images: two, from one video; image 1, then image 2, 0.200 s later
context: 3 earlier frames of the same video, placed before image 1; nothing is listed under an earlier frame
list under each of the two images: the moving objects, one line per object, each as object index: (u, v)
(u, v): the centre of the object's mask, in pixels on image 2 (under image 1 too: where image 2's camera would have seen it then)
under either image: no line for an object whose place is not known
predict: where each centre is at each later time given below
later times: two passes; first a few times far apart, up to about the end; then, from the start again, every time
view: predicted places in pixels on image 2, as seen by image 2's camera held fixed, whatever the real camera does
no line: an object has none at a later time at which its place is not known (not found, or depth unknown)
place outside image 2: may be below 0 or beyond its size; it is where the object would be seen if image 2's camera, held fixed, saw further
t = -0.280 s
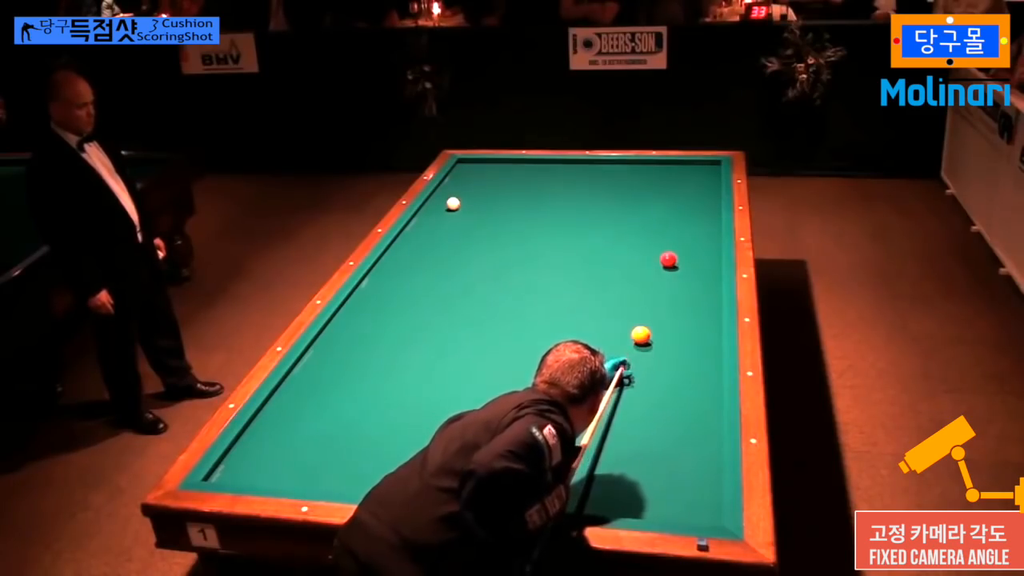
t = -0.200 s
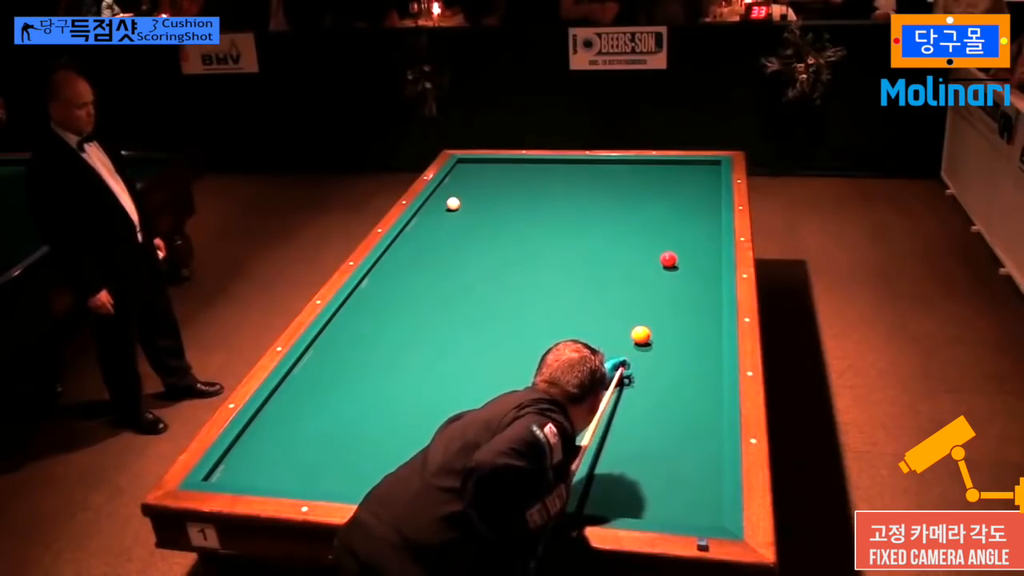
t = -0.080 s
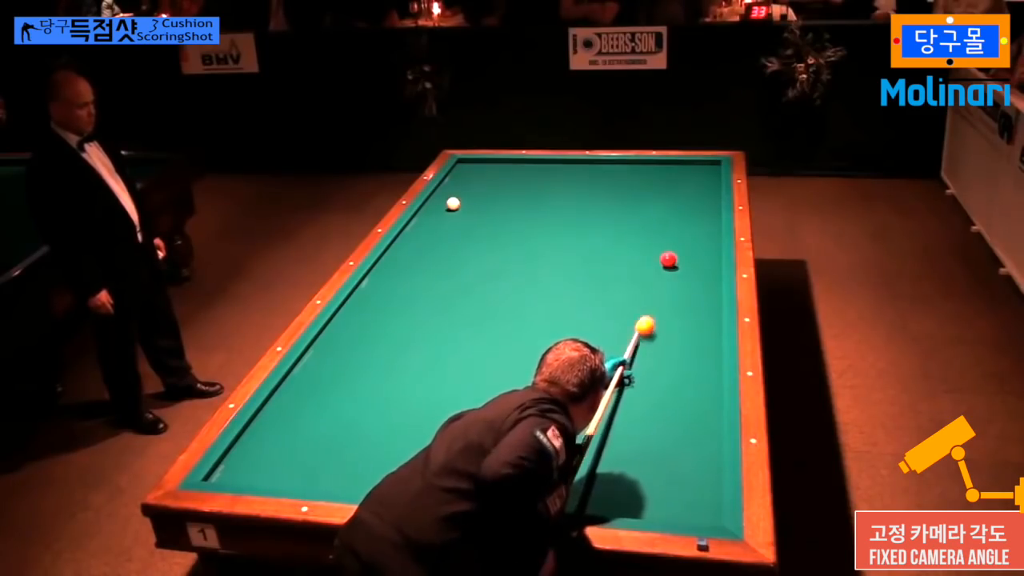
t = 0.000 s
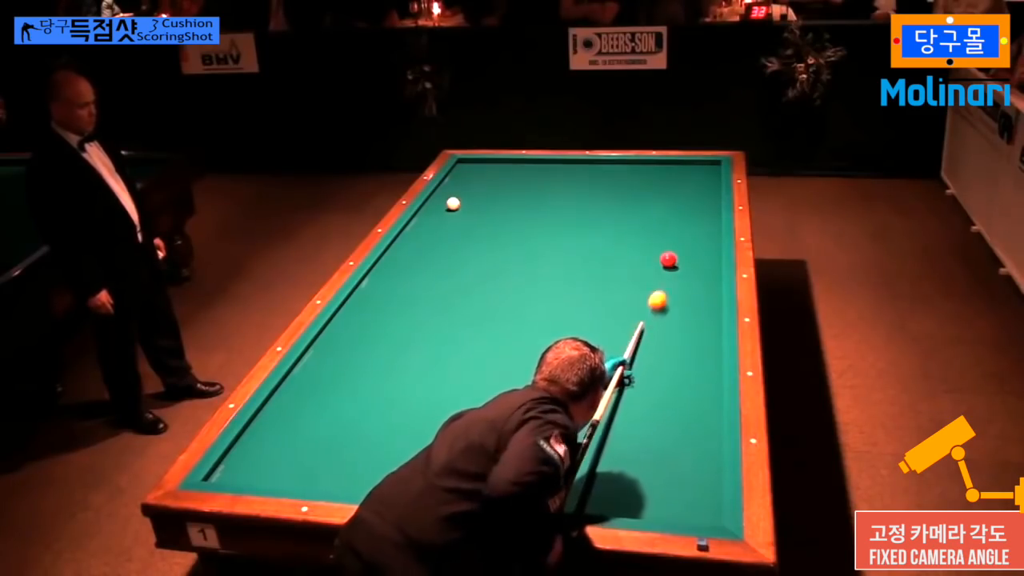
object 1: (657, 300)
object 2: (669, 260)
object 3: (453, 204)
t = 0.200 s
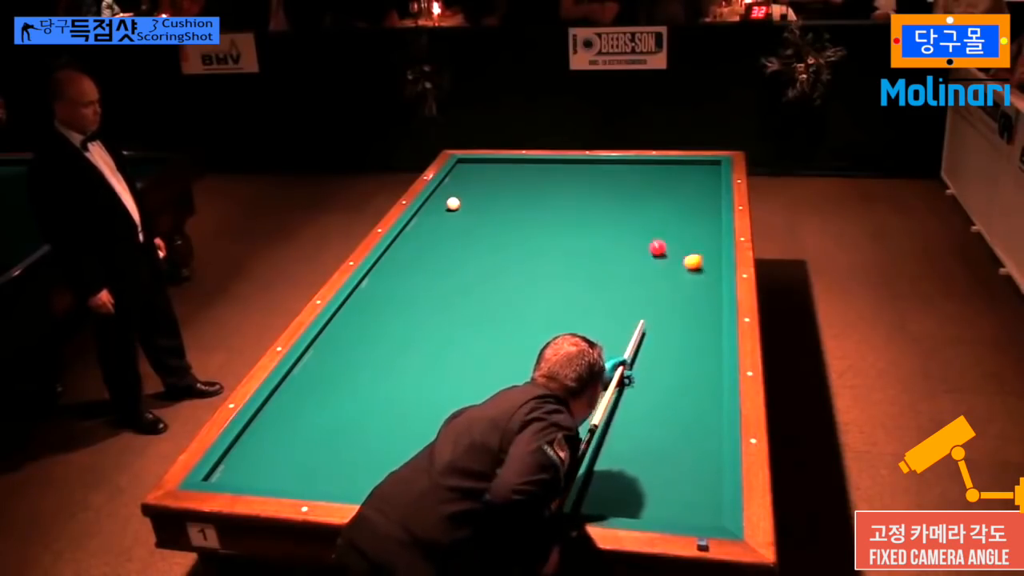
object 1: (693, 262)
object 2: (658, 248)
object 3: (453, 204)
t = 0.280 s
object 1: (712, 258)
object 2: (647, 237)
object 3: (453, 204)
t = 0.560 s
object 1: (683, 236)
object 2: (618, 206)
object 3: (453, 204)
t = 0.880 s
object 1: (655, 213)
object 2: (592, 179)
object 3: (453, 204)
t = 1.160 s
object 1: (634, 197)
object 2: (573, 162)
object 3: (453, 204)
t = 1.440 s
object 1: (614, 181)
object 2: (552, 175)
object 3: (453, 204)
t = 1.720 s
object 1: (597, 168)
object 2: (530, 187)
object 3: (453, 204)
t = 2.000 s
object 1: (571, 165)
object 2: (508, 199)
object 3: (453, 204)
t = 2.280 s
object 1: (538, 172)
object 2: (484, 212)
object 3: (453, 204)
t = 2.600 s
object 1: (500, 179)
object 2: (456, 227)
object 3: (453, 204)
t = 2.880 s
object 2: (431, 241)
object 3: (453, 204)
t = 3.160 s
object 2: (404, 255)
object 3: (453, 204)
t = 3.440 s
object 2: (376, 270)
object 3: (453, 205)
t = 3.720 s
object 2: (373, 283)
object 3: (455, 211)
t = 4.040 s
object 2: (370, 300)
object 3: (458, 218)
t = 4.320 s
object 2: (368, 315)
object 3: (460, 224)
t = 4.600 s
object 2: (365, 330)
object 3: (462, 230)
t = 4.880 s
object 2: (363, 347)
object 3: (464, 235)
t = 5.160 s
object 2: (360, 363)
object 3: (467, 241)
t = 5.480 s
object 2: (357, 383)
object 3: (469, 247)
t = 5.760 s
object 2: (354, 400)
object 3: (471, 253)
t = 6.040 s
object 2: (352, 419)
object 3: (474, 258)
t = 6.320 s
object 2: (349, 437)
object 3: (475, 263)
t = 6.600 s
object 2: (346, 456)
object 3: (477, 267)
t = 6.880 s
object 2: (343, 475)
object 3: (479, 271)
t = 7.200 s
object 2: (348, 483)
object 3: (481, 276)
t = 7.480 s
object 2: (360, 476)
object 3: (482, 279)
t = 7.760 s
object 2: (373, 466)
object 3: (483, 283)
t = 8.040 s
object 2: (384, 459)
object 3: (484, 285)
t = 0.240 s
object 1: (703, 260)
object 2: (652, 242)
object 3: (453, 204)
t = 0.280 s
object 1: (712, 258)
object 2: (647, 237)
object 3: (453, 204)
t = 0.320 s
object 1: (711, 255)
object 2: (642, 232)
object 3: (453, 204)
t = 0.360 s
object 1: (705, 252)
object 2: (637, 226)
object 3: (453, 204)
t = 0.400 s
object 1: (700, 248)
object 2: (633, 222)
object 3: (453, 204)
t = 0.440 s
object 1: (695, 245)
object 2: (629, 217)
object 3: (453, 204)
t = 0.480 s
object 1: (691, 242)
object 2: (625, 213)
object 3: (453, 204)
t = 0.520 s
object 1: (687, 239)
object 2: (621, 210)
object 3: (453, 204)
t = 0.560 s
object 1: (683, 236)
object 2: (618, 206)
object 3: (453, 204)
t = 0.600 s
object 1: (680, 233)
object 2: (614, 202)
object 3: (453, 204)
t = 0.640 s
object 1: (676, 230)
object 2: (611, 199)
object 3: (453, 204)
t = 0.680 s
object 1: (672, 227)
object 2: (608, 195)
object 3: (453, 204)
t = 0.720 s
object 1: (669, 224)
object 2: (604, 191)
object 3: (453, 204)
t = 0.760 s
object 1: (665, 221)
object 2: (601, 188)
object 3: (453, 204)
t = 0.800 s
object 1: (662, 219)
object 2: (598, 185)
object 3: (453, 204)
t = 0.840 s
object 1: (658, 216)
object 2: (595, 182)
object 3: (453, 204)
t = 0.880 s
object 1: (655, 213)
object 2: (592, 179)
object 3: (453, 204)
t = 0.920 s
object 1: (652, 211)
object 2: (589, 175)
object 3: (453, 204)
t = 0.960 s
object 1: (649, 208)
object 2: (586, 172)
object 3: (453, 204)
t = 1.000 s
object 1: (646, 206)
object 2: (583, 170)
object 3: (453, 204)
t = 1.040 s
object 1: (643, 203)
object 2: (581, 167)
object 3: (453, 204)
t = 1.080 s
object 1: (640, 201)
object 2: (578, 164)
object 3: (453, 204)
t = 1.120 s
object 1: (637, 199)
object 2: (576, 161)
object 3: (453, 204)
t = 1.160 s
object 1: (634, 197)
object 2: (573, 162)
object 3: (453, 204)
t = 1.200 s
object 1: (631, 194)
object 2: (569, 165)
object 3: (453, 204)
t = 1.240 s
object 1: (628, 192)
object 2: (567, 167)
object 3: (453, 204)
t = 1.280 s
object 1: (625, 190)
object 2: (564, 169)
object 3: (453, 204)
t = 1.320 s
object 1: (622, 188)
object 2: (561, 170)
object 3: (453, 204)
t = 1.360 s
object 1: (619, 186)
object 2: (558, 172)
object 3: (453, 204)
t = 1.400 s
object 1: (617, 183)
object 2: (555, 174)
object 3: (453, 204)
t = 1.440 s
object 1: (614, 181)
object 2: (552, 175)
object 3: (453, 204)
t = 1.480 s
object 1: (612, 179)
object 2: (549, 177)
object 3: (453, 204)
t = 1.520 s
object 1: (609, 177)
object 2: (546, 179)
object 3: (453, 204)
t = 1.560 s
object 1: (607, 175)
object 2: (543, 180)
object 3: (453, 204)
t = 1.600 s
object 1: (604, 173)
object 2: (539, 182)
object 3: (453, 204)
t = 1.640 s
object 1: (602, 171)
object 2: (536, 184)
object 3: (453, 204)
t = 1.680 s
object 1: (599, 169)
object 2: (533, 185)
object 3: (453, 204)
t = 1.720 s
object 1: (597, 168)
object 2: (530, 187)
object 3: (453, 204)
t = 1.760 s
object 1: (595, 166)
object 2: (527, 189)
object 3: (453, 204)
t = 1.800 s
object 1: (592, 164)
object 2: (523, 191)
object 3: (453, 204)
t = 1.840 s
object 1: (590, 162)
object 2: (521, 192)
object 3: (453, 204)
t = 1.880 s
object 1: (587, 161)
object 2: (517, 194)
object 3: (453, 204)
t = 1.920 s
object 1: (581, 163)
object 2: (514, 196)
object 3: (453, 204)
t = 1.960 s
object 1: (576, 164)
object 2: (511, 198)
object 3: (453, 204)
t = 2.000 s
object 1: (571, 165)
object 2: (508, 199)
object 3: (453, 204)
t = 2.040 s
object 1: (567, 166)
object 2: (504, 201)
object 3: (453, 204)
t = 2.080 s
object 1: (562, 167)
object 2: (501, 203)
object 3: (453, 204)
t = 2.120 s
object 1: (557, 168)
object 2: (498, 205)
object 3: (453, 204)
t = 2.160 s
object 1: (553, 169)
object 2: (494, 206)
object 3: (453, 204)
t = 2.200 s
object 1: (548, 170)
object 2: (491, 208)
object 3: (453, 204)
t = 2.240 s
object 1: (543, 171)
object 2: (487, 210)
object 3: (453, 204)
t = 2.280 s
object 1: (538, 172)
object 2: (484, 212)
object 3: (453, 204)
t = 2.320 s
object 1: (533, 172)
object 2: (481, 214)
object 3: (453, 204)
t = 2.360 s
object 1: (529, 173)
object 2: (477, 216)
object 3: (453, 204)
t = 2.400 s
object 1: (524, 174)
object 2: (474, 218)
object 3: (453, 204)
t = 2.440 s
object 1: (519, 175)
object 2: (470, 219)
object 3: (453, 204)
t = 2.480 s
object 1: (515, 176)
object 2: (467, 221)
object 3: (453, 204)
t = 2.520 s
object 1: (510, 177)
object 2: (463, 223)
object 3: (453, 204)
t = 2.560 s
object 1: (505, 177)
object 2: (459, 225)
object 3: (453, 204)
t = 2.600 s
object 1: (500, 179)
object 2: (456, 227)
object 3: (453, 204)
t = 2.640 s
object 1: (495, 179)
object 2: (452, 229)
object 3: (453, 204)
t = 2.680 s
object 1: (490, 180)
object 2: (449, 231)
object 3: (453, 204)
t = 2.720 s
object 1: (486, 181)
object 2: (445, 233)
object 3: (453, 204)
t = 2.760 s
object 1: (481, 182)
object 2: (442, 235)
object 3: (453, 204)
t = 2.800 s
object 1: (476, 183)
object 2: (438, 237)
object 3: (453, 204)
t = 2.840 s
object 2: (434, 239)
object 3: (453, 204)
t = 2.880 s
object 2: (431, 241)
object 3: (453, 204)
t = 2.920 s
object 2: (427, 243)
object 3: (453, 204)
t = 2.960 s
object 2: (423, 245)
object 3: (453, 204)
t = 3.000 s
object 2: (419, 247)
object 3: (453, 204)
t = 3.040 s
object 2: (415, 249)
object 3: (453, 204)
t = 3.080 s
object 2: (412, 251)
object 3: (453, 204)
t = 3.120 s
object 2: (408, 253)
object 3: (453, 204)
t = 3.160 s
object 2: (404, 255)
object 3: (453, 204)
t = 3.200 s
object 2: (400, 257)
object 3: (453, 204)
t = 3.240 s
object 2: (396, 259)
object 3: (453, 204)
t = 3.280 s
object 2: (392, 262)
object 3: (453, 204)
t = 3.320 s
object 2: (388, 264)
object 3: (453, 204)
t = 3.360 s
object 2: (384, 266)
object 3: (453, 204)
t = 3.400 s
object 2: (380, 268)
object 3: (453, 205)
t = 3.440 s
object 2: (376, 270)
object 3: (453, 205)
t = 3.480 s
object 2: (375, 272)
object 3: (454, 206)
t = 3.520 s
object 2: (375, 274)
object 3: (454, 207)
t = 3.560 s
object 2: (374, 276)
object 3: (454, 208)
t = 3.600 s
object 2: (374, 278)
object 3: (454, 209)
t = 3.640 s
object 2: (373, 280)
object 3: (454, 209)
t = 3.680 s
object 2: (373, 282)
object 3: (455, 210)
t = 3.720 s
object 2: (373, 283)
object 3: (455, 211)
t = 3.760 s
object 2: (372, 286)
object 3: (455, 212)
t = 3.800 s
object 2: (372, 288)
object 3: (456, 213)
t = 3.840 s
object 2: (372, 290)
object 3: (456, 214)
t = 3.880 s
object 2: (371, 292)
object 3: (456, 215)
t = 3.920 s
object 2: (371, 294)
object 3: (456, 216)
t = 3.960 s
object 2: (371, 296)
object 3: (457, 217)
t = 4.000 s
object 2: (371, 298)
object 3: (457, 217)
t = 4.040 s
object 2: (370, 300)
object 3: (458, 218)
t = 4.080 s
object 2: (370, 302)
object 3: (458, 219)
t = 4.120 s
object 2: (370, 304)
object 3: (458, 220)
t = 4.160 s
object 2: (369, 307)
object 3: (459, 221)
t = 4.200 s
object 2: (369, 309)
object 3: (459, 222)
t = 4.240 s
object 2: (368, 311)
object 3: (459, 222)
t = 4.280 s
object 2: (368, 313)
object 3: (460, 223)
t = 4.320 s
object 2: (368, 315)
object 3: (460, 224)
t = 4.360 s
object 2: (368, 317)
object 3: (460, 225)
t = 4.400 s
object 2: (367, 320)
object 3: (461, 226)
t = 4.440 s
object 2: (367, 322)
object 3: (461, 226)
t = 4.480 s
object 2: (367, 324)
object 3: (461, 227)
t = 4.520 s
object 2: (366, 326)
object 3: (462, 228)
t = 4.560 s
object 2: (366, 328)
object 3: (462, 229)
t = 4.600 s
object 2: (365, 330)
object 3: (462, 230)
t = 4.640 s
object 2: (365, 333)
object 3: (462, 231)
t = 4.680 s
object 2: (365, 335)
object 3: (463, 231)
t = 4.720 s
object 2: (364, 337)
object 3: (463, 232)
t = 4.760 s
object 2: (364, 340)
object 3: (463, 233)
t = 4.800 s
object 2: (364, 342)
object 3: (464, 234)
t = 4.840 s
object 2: (363, 344)
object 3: (464, 235)
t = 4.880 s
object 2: (363, 347)
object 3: (464, 235)
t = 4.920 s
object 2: (362, 349)
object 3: (465, 236)
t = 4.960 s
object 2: (362, 351)
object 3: (465, 237)
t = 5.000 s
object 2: (361, 354)
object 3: (465, 238)
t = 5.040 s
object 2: (361, 356)
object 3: (466, 239)
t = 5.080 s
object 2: (361, 359)
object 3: (466, 239)
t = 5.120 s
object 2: (360, 361)
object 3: (466, 240)
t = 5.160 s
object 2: (360, 363)
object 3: (467, 241)
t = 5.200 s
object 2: (360, 366)
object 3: (467, 242)
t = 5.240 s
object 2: (359, 368)
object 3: (467, 243)
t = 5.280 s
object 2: (359, 370)
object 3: (468, 243)
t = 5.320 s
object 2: (359, 373)
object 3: (468, 244)
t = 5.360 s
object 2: (358, 375)
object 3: (468, 245)
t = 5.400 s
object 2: (358, 378)
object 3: (469, 246)
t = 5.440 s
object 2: (357, 380)
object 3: (469, 246)
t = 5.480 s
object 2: (357, 383)
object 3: (469, 247)
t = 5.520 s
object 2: (357, 385)
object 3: (469, 248)
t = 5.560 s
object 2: (356, 388)
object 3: (470, 249)
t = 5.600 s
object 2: (356, 390)
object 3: (470, 250)
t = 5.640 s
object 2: (355, 393)
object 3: (470, 250)
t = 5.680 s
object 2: (355, 395)
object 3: (471, 251)
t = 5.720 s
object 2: (355, 398)
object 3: (471, 252)
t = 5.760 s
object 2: (354, 400)
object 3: (471, 253)
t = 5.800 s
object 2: (354, 403)
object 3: (472, 253)
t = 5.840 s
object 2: (354, 405)
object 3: (472, 254)
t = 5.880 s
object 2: (353, 408)
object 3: (472, 255)
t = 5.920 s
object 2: (353, 411)
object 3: (473, 255)
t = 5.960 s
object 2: (352, 413)
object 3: (473, 256)
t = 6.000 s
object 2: (352, 416)
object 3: (473, 257)
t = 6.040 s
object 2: (352, 419)
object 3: (474, 258)
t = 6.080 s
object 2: (351, 421)
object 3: (474, 258)
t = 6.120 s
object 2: (351, 424)
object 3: (474, 259)
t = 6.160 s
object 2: (351, 426)
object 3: (474, 260)
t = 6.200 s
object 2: (350, 429)
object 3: (475, 260)
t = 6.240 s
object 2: (350, 432)
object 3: (475, 261)
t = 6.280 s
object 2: (349, 434)
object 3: (475, 262)
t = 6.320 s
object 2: (349, 437)
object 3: (475, 263)
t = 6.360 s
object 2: (348, 440)
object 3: (476, 263)
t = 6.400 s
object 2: (348, 442)
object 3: (476, 264)
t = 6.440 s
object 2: (348, 445)
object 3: (476, 265)
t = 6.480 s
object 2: (347, 448)
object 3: (477, 265)
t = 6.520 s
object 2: (347, 450)
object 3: (477, 265)
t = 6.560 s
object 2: (346, 453)
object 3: (477, 266)
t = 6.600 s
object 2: (346, 456)
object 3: (477, 267)
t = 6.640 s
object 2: (346, 459)
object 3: (478, 267)
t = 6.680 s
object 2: (345, 461)
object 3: (478, 268)
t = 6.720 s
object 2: (345, 464)
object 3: (478, 269)
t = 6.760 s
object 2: (344, 467)
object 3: (478, 269)
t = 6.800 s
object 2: (344, 470)
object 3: (479, 270)
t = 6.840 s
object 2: (344, 472)
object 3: (479, 270)
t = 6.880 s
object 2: (343, 475)
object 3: (479, 271)
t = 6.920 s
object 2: (343, 478)
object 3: (479, 271)
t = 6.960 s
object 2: (343, 479)
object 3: (480, 272)
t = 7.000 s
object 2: (343, 481)
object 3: (480, 273)
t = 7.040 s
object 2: (343, 483)
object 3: (480, 273)
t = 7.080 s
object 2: (342, 485)
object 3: (480, 274)
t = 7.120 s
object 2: (344, 484)
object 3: (481, 275)
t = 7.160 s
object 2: (346, 484)
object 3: (481, 275)
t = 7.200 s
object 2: (348, 483)
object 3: (481, 276)
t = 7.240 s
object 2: (350, 482)
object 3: (481, 276)
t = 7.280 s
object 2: (352, 481)
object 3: (481, 277)
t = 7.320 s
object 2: (353, 480)
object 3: (482, 277)
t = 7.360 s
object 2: (355, 480)
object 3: (482, 278)
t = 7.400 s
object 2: (357, 478)
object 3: (482, 278)
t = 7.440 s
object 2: (359, 477)
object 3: (482, 279)
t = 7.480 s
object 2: (360, 476)
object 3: (482, 279)
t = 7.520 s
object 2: (363, 474)
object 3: (482, 280)
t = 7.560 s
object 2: (364, 473)
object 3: (482, 280)
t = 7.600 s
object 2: (366, 471)
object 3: (482, 281)
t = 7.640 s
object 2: (368, 470)
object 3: (483, 281)
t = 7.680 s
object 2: (370, 469)
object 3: (483, 282)
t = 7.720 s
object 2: (371, 467)
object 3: (483, 282)
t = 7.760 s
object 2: (373, 466)
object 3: (483, 283)
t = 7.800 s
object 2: (375, 466)
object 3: (483, 283)
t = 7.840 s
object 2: (376, 464)
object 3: (483, 284)
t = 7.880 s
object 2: (378, 463)
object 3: (484, 284)
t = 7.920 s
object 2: (379, 462)
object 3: (484, 284)
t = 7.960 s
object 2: (381, 461)
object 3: (484, 285)
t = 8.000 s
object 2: (382, 460)
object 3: (484, 285)
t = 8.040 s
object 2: (384, 459)
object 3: (484, 285)
